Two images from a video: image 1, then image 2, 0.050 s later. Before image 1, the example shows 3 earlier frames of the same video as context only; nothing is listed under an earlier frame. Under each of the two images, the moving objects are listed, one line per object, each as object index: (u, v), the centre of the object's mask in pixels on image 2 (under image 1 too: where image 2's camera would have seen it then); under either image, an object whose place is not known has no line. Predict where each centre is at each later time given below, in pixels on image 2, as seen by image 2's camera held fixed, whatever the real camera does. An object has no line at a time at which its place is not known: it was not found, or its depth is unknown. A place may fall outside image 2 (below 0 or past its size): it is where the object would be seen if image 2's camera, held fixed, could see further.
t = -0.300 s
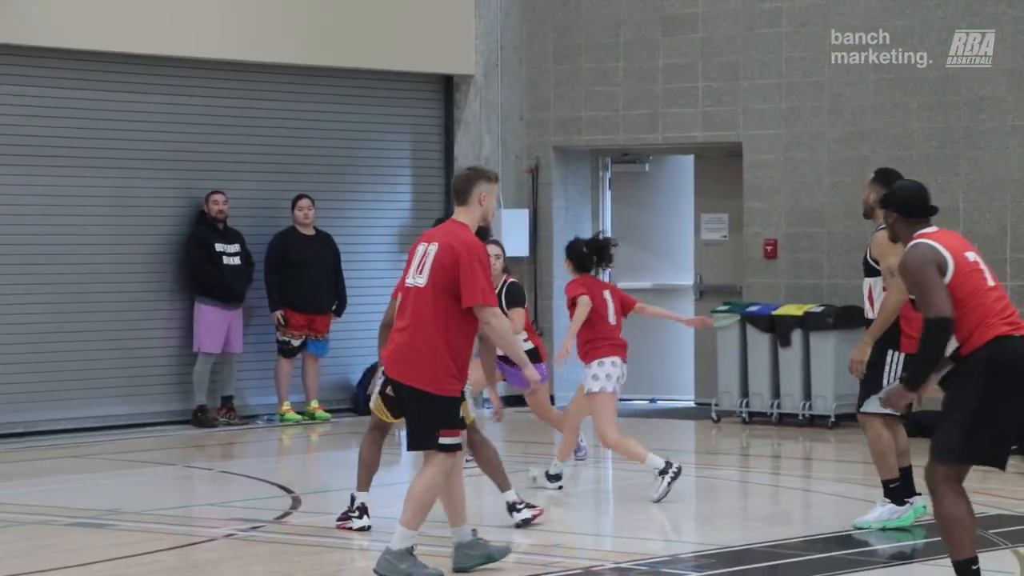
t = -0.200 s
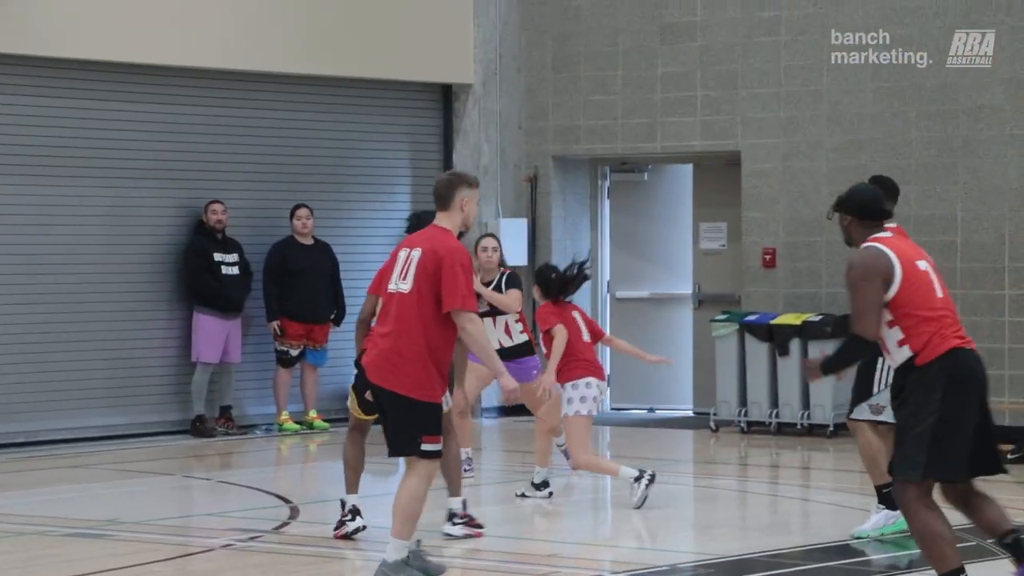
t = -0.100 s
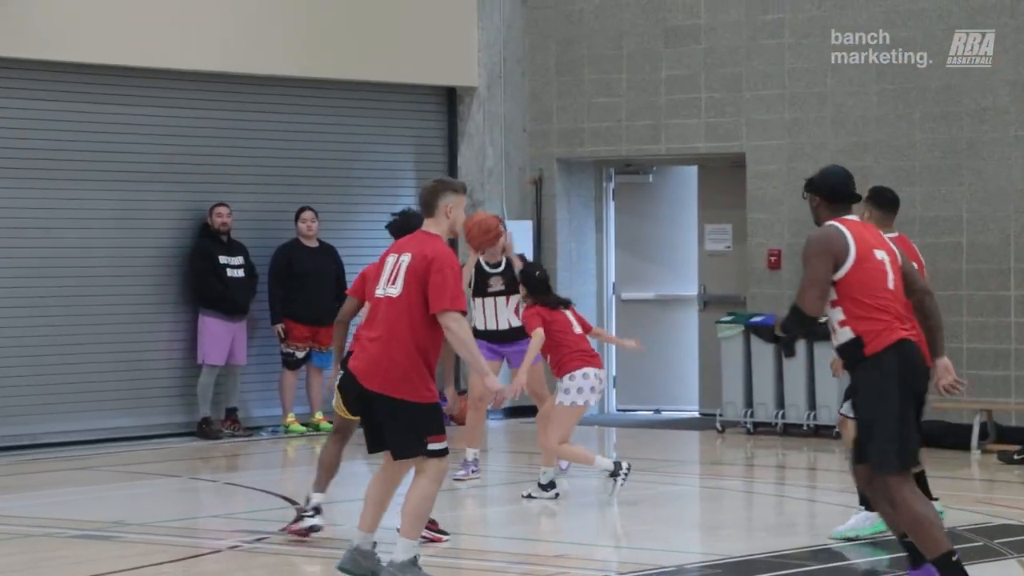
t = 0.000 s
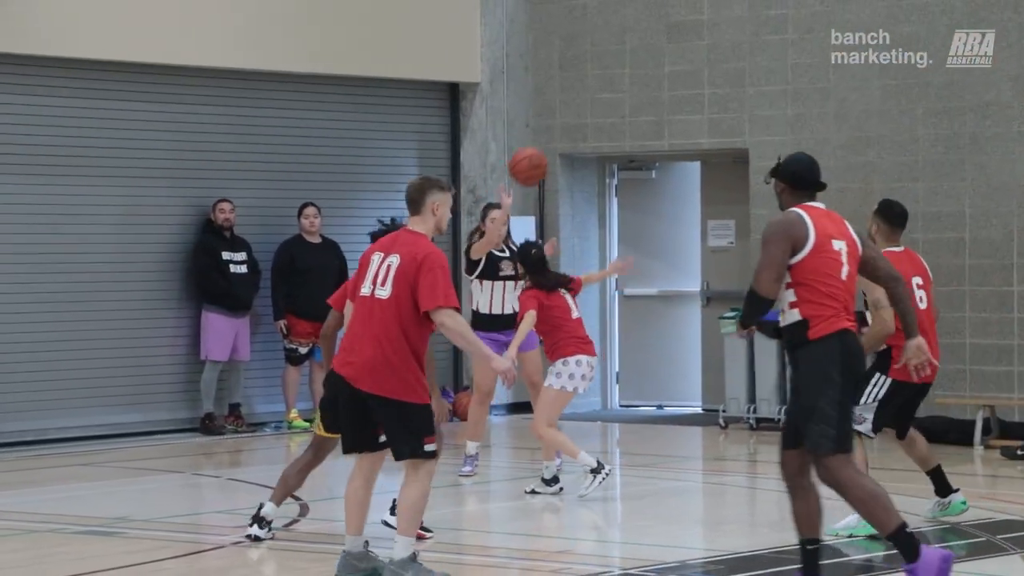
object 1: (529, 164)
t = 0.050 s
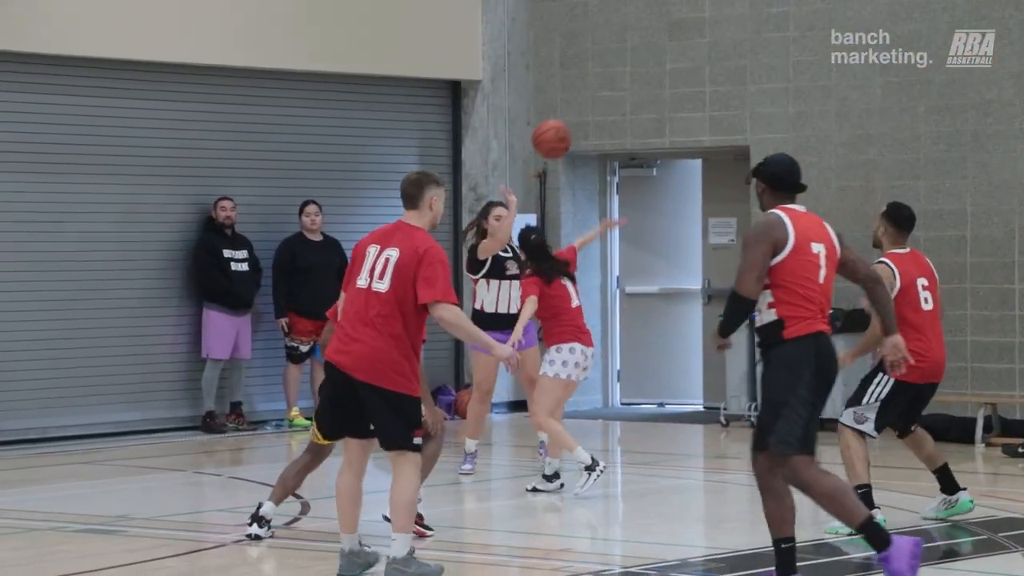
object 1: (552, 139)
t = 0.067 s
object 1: (560, 132)
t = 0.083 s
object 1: (567, 124)
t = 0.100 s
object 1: (575, 118)
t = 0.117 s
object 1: (582, 112)
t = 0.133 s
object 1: (590, 105)
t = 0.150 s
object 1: (598, 99)
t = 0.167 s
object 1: (606, 94)
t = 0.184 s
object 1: (614, 90)
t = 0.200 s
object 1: (623, 85)
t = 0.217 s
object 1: (631, 81)
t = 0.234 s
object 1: (639, 78)
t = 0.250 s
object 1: (647, 75)
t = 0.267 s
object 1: (655, 72)
